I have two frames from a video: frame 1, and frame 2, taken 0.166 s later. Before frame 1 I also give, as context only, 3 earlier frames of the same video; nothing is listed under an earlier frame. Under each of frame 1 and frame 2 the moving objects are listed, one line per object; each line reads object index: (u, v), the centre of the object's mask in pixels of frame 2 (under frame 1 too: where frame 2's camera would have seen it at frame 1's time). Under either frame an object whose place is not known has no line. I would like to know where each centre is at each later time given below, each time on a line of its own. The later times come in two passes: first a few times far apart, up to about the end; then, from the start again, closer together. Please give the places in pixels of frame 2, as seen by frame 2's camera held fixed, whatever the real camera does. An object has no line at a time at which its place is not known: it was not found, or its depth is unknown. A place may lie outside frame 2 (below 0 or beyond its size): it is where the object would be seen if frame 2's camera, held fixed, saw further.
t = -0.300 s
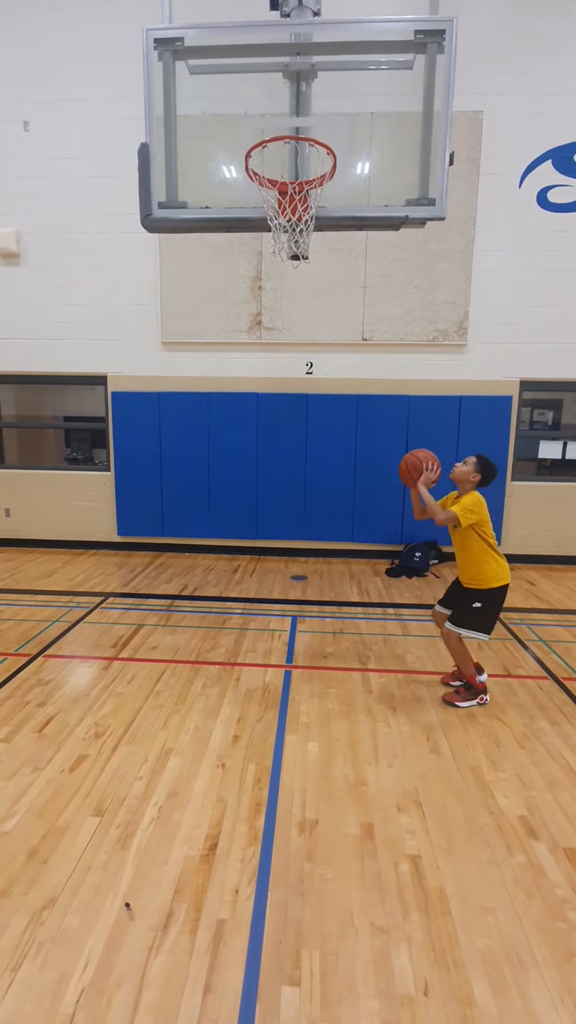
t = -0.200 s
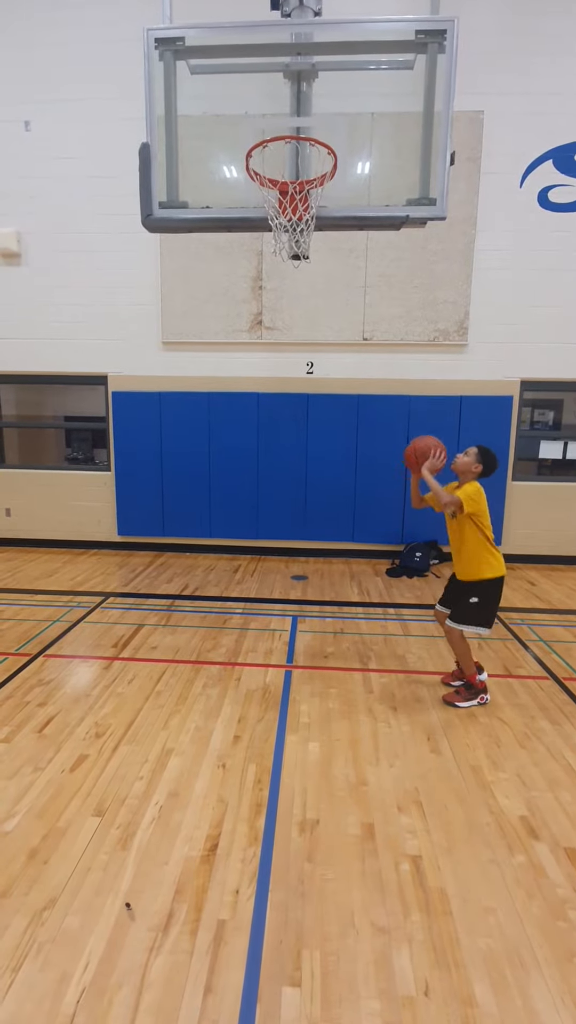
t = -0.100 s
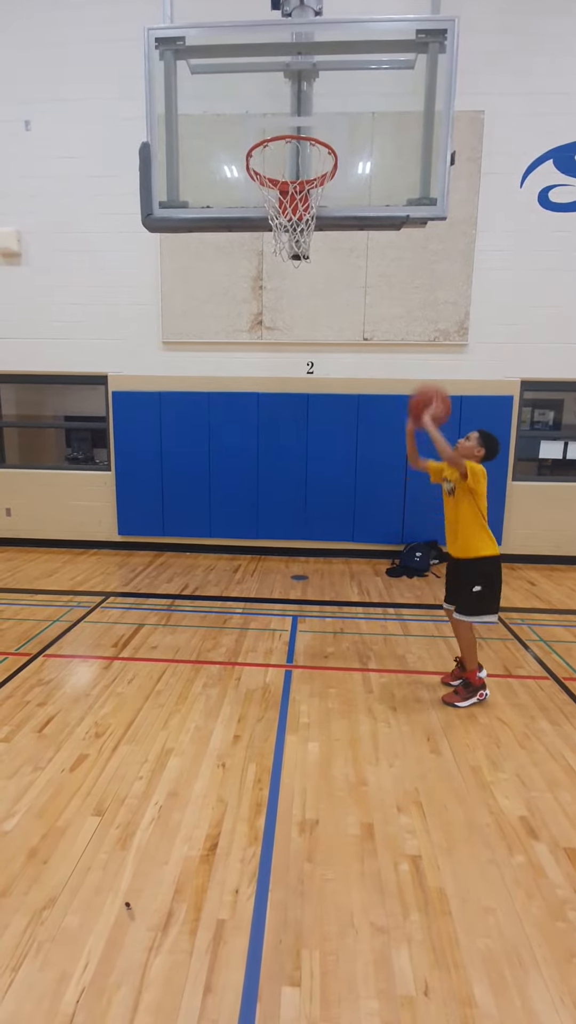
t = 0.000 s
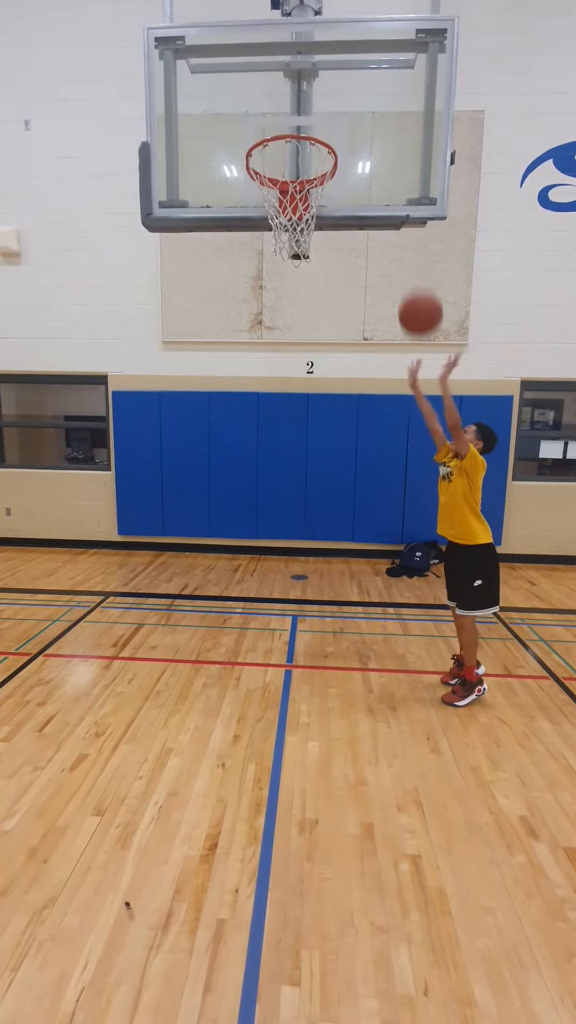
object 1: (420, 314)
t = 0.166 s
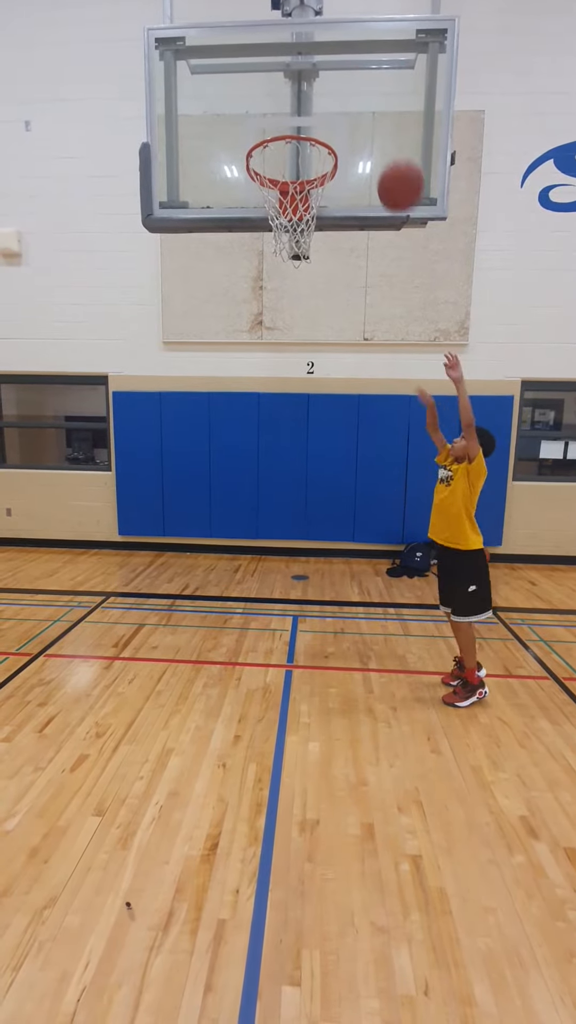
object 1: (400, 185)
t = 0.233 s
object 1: (391, 148)
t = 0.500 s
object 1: (348, 86)
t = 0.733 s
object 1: (307, 135)
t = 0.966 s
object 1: (268, 211)
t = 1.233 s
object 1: (264, 326)
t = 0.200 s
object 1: (396, 166)
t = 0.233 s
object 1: (391, 148)
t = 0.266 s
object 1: (386, 132)
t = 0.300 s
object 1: (381, 119)
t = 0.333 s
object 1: (375, 107)
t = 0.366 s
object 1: (370, 98)
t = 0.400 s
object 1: (365, 92)
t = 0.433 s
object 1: (359, 88)
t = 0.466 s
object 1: (354, 86)
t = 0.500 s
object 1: (348, 86)
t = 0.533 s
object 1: (343, 89)
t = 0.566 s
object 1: (336, 94)
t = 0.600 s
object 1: (331, 101)
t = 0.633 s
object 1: (325, 111)
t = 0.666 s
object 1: (320, 120)
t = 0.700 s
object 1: (314, 129)
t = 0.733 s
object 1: (307, 135)
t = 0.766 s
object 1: (300, 142)
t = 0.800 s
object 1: (294, 150)
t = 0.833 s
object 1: (288, 160)
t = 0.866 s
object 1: (282, 166)
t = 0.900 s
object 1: (275, 184)
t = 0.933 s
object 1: (272, 201)
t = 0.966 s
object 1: (268, 211)
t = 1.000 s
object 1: (266, 223)
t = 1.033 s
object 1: (266, 237)
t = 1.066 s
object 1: (265, 246)
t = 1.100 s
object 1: (265, 256)
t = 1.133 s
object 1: (265, 271)
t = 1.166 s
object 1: (264, 288)
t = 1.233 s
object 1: (264, 326)
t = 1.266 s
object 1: (263, 348)
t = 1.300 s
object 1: (262, 371)
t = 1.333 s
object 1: (262, 396)
